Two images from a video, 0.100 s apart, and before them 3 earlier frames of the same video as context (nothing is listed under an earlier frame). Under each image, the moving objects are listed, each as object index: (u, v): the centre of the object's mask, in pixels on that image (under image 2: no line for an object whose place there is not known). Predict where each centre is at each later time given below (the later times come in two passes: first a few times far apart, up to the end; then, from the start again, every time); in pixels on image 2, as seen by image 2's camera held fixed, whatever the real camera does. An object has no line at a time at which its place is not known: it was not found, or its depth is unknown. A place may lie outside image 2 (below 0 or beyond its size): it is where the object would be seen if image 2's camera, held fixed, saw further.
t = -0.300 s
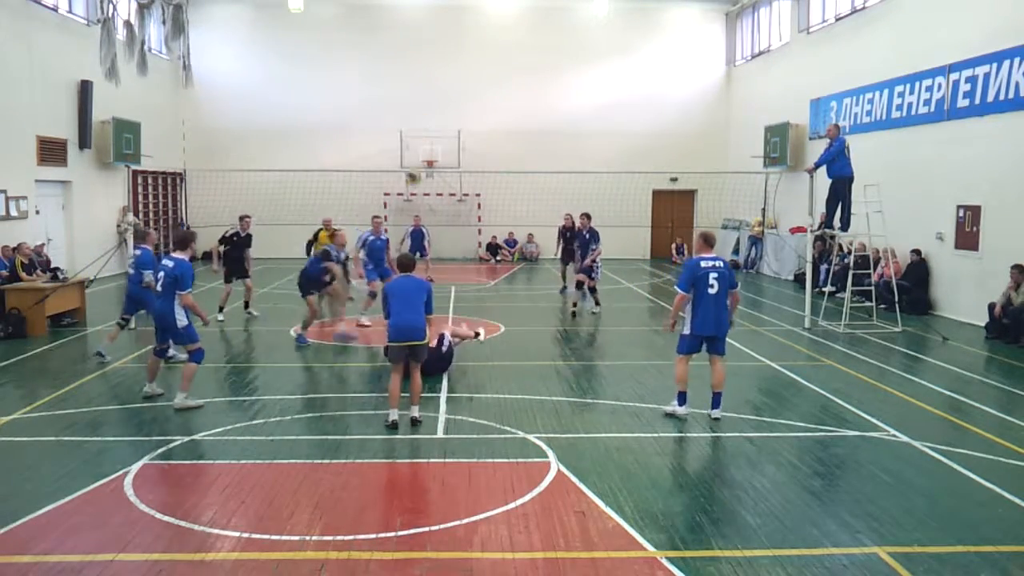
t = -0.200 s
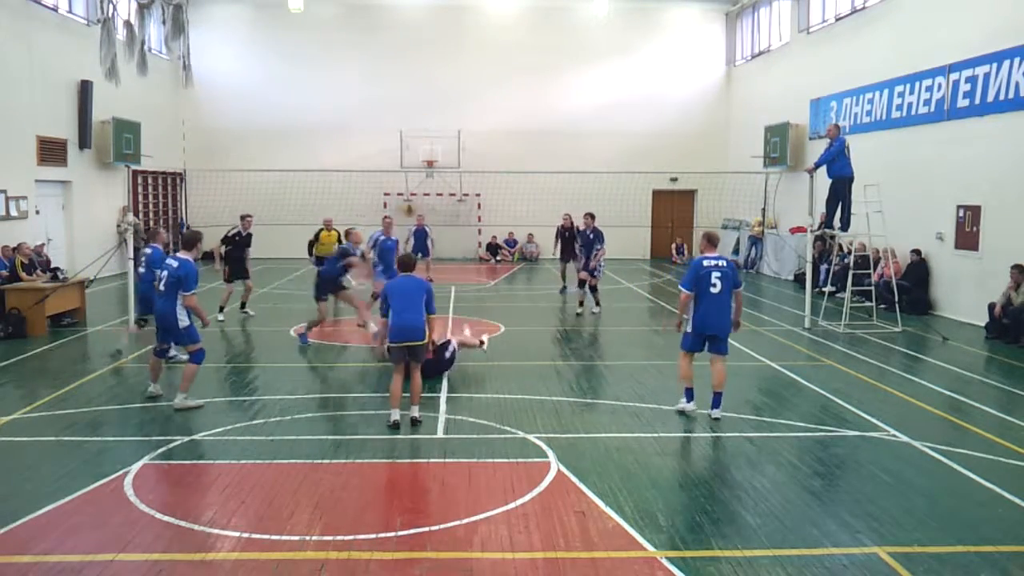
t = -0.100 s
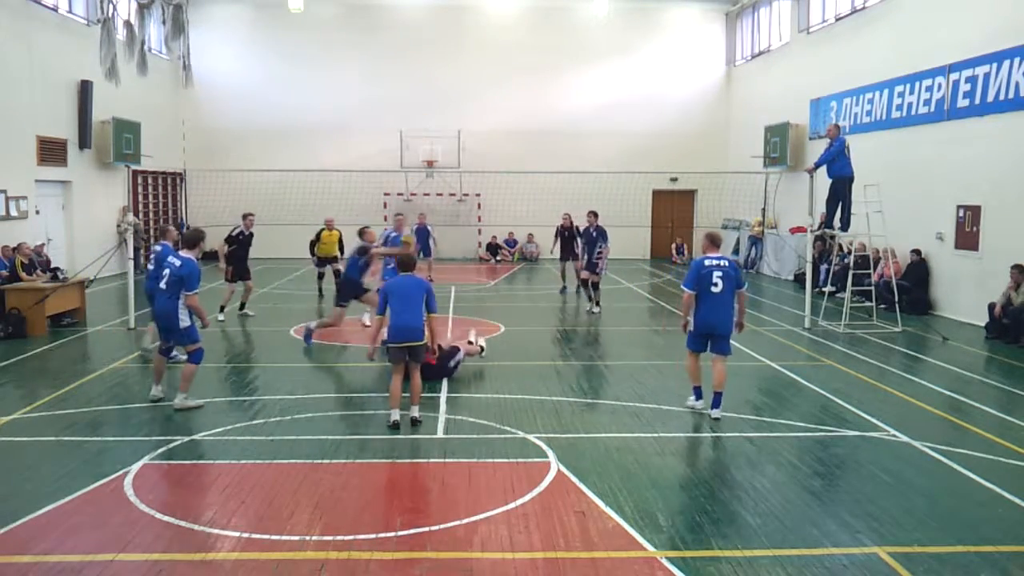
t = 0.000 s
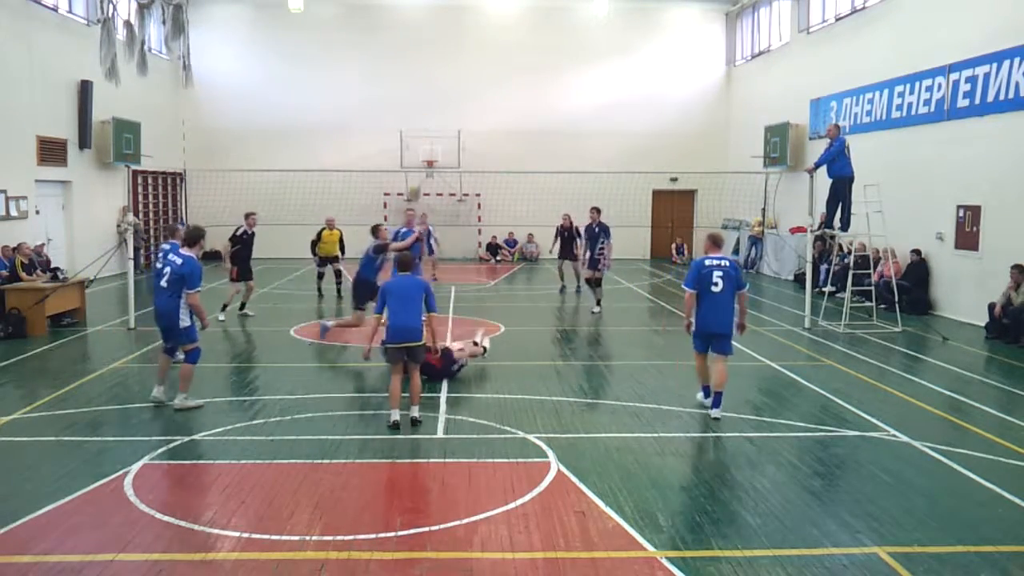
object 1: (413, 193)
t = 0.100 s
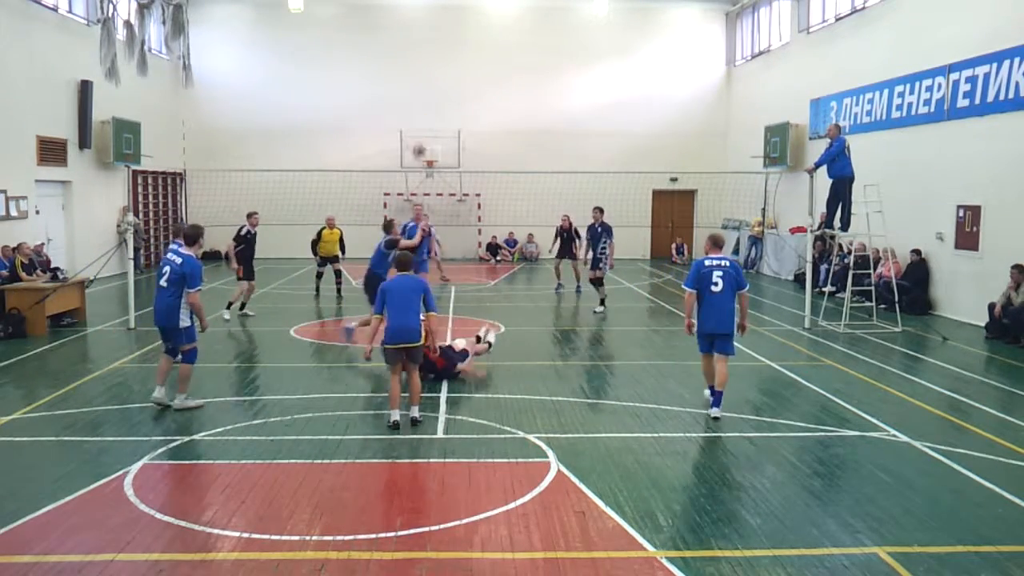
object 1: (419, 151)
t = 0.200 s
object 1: (424, 119)
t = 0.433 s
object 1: (431, 74)
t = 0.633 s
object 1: (436, 67)
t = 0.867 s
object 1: (440, 87)
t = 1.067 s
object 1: (442, 123)
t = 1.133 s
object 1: (442, 138)
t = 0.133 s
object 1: (420, 138)
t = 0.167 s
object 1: (422, 129)
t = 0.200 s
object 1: (424, 119)
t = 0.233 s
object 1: (425, 109)
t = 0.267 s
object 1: (426, 101)
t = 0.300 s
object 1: (427, 94)
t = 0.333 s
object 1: (428, 88)
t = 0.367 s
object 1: (429, 83)
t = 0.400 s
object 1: (430, 78)
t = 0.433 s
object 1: (431, 74)
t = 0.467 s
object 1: (432, 71)
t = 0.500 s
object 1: (432, 69)
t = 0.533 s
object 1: (433, 68)
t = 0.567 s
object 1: (435, 67)
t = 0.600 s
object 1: (435, 67)
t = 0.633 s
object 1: (436, 67)
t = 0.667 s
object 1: (437, 68)
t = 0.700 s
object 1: (437, 70)
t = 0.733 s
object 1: (438, 72)
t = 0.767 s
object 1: (438, 75)
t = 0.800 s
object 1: (439, 78)
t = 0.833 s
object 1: (440, 82)
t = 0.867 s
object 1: (440, 87)
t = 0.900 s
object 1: (440, 91)
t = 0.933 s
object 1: (440, 96)
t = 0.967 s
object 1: (440, 103)
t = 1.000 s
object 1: (441, 109)
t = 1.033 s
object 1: (441, 116)
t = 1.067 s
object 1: (442, 123)
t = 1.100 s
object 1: (442, 130)
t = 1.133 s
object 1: (442, 138)
